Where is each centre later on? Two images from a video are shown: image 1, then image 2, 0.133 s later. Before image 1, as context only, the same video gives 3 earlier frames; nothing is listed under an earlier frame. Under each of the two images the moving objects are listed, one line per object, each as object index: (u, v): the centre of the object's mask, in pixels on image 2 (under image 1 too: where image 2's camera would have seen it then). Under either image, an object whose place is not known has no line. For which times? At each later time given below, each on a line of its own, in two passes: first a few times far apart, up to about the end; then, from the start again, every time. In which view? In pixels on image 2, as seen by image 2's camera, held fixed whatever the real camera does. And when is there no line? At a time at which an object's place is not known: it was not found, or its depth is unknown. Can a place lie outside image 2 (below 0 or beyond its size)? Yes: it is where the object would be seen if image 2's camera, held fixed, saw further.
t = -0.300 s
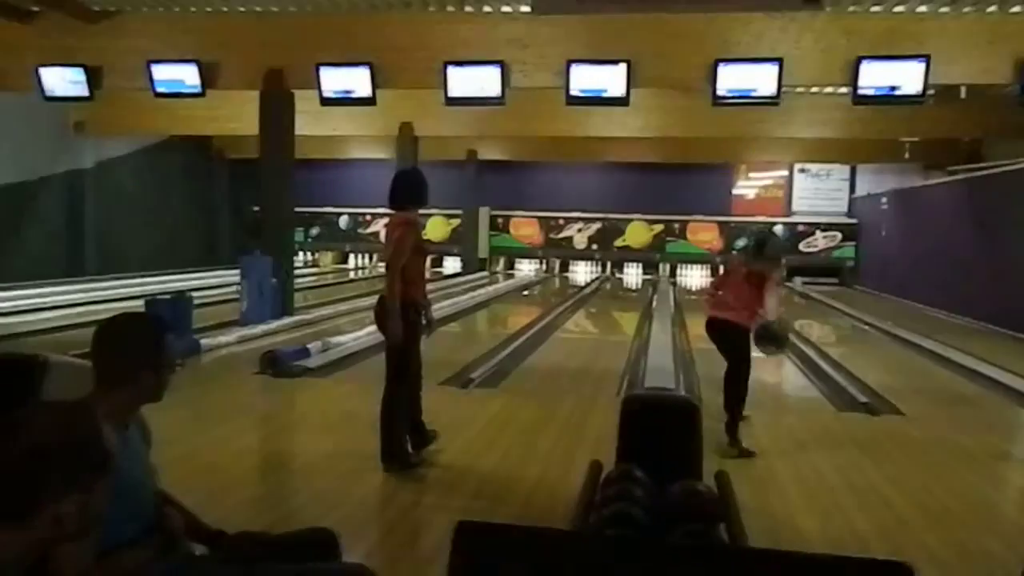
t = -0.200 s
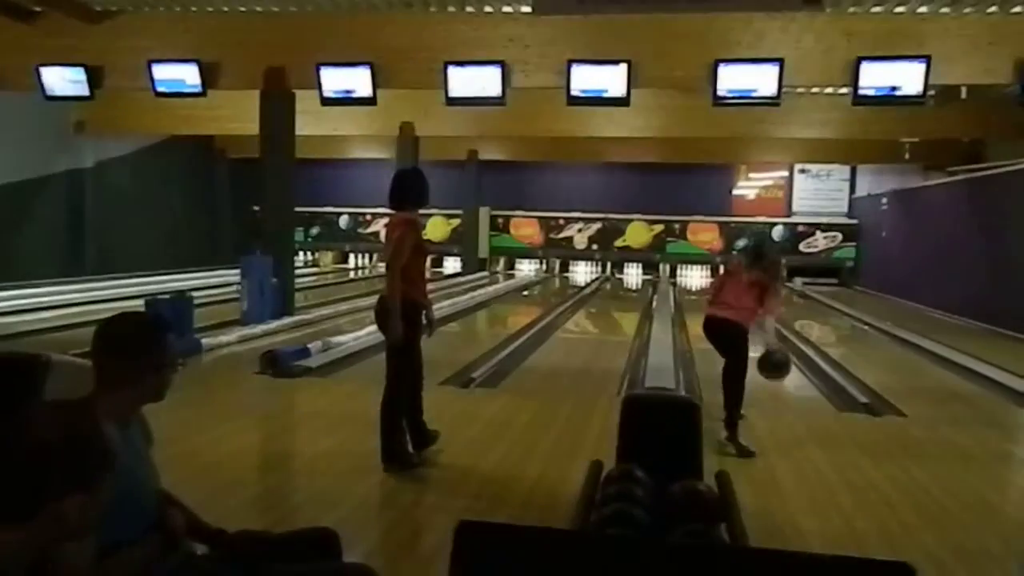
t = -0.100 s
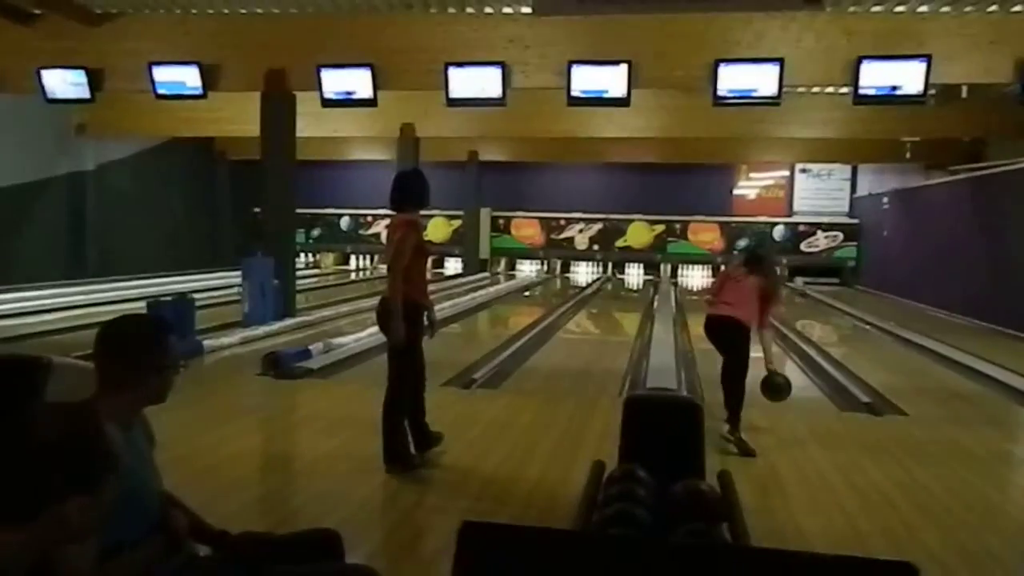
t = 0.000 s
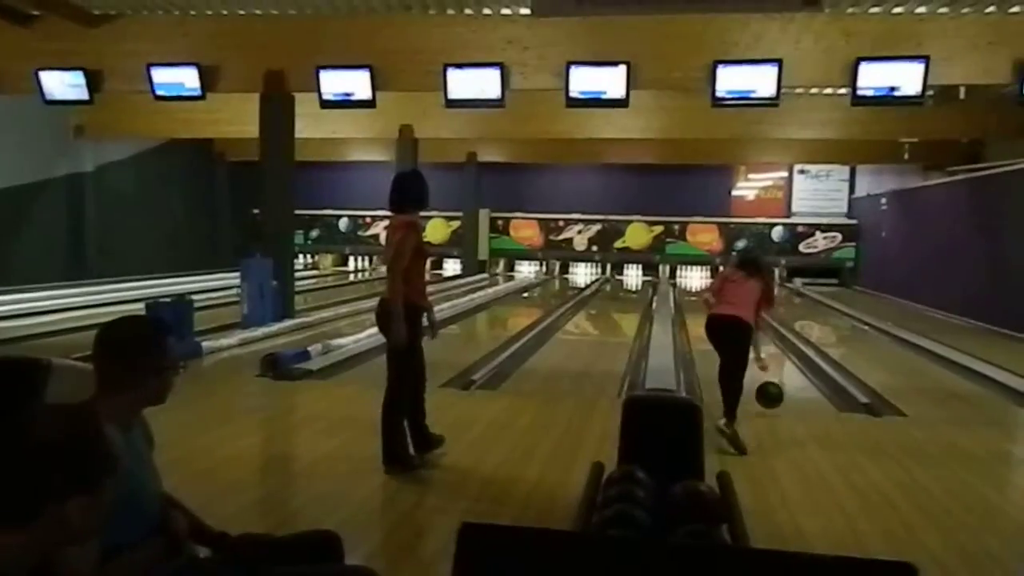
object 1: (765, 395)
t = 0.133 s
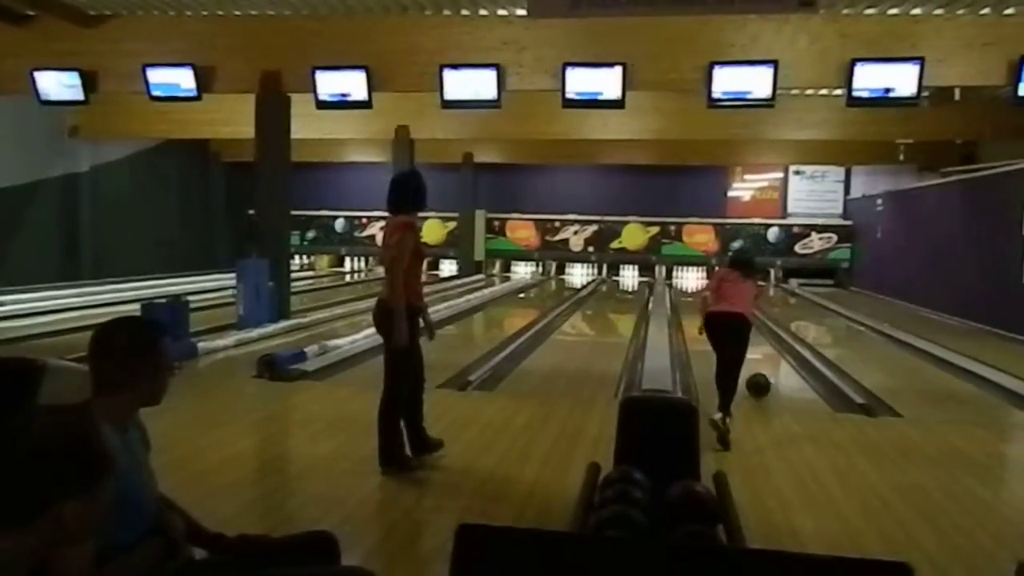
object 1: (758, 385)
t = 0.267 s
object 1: (753, 371)
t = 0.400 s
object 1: (753, 360)
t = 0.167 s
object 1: (757, 381)
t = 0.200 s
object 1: (755, 378)
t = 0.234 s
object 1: (754, 374)
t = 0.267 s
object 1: (753, 371)
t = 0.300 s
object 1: (753, 368)
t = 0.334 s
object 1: (753, 365)
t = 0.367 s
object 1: (752, 363)
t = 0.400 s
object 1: (753, 360)
